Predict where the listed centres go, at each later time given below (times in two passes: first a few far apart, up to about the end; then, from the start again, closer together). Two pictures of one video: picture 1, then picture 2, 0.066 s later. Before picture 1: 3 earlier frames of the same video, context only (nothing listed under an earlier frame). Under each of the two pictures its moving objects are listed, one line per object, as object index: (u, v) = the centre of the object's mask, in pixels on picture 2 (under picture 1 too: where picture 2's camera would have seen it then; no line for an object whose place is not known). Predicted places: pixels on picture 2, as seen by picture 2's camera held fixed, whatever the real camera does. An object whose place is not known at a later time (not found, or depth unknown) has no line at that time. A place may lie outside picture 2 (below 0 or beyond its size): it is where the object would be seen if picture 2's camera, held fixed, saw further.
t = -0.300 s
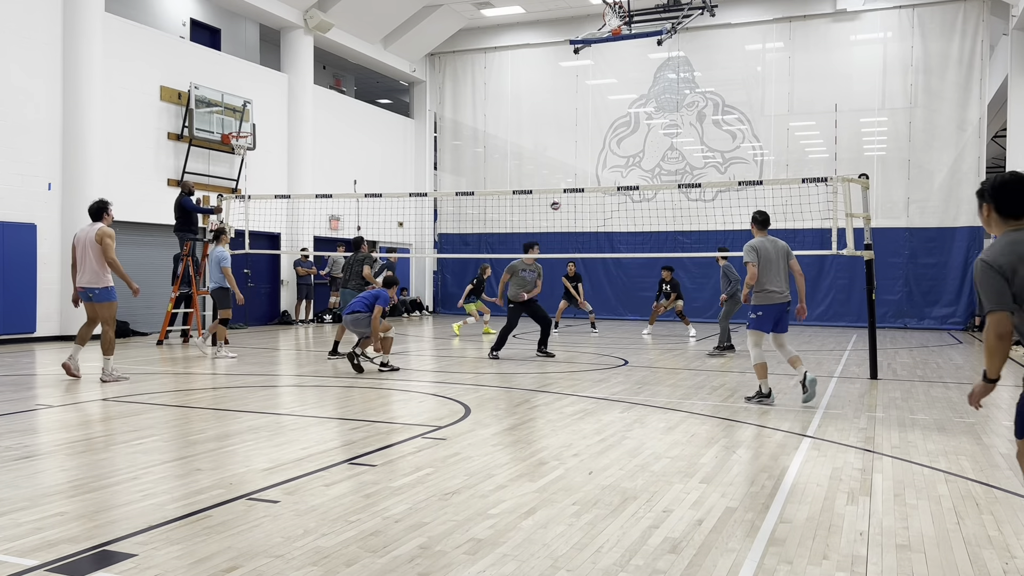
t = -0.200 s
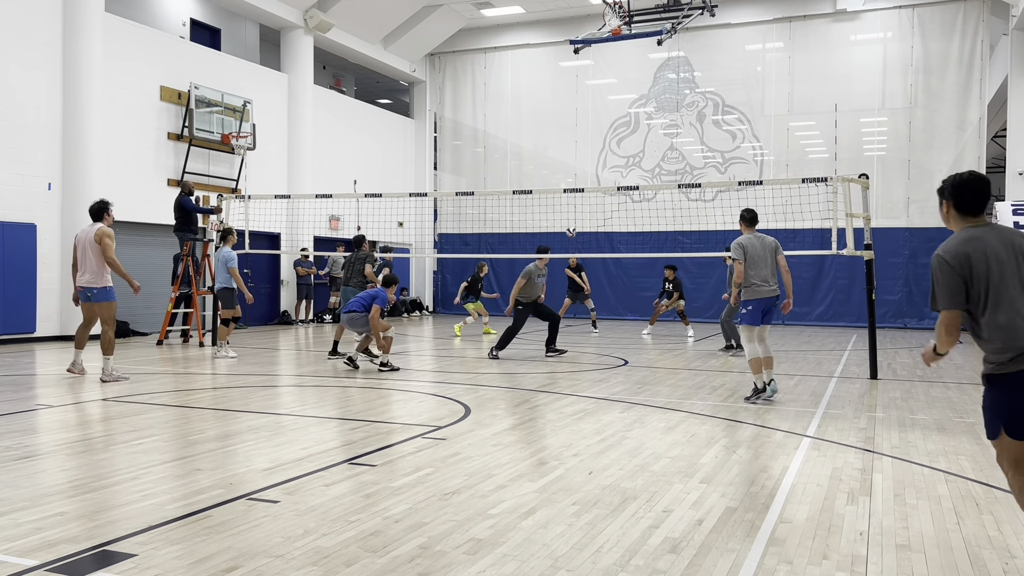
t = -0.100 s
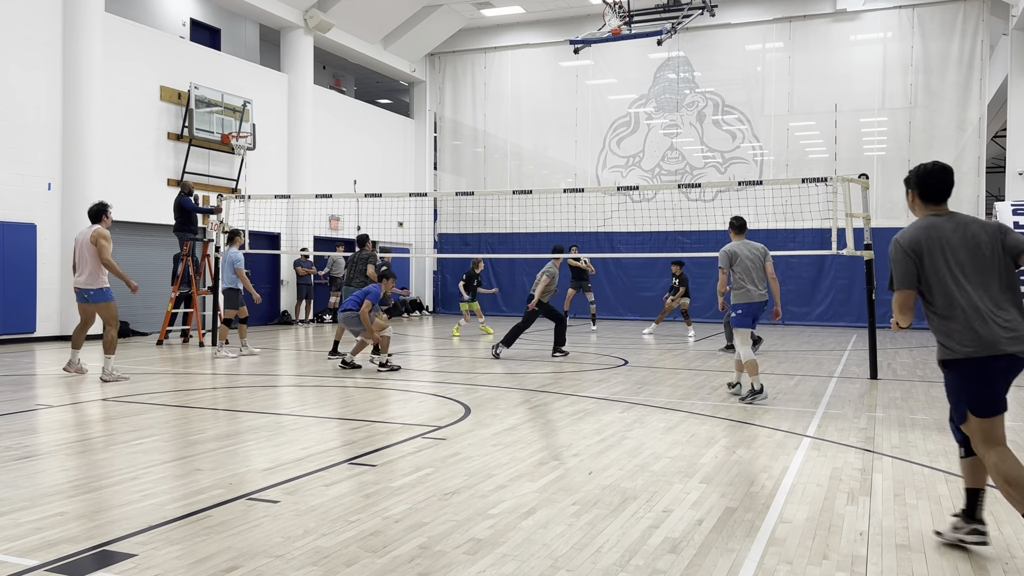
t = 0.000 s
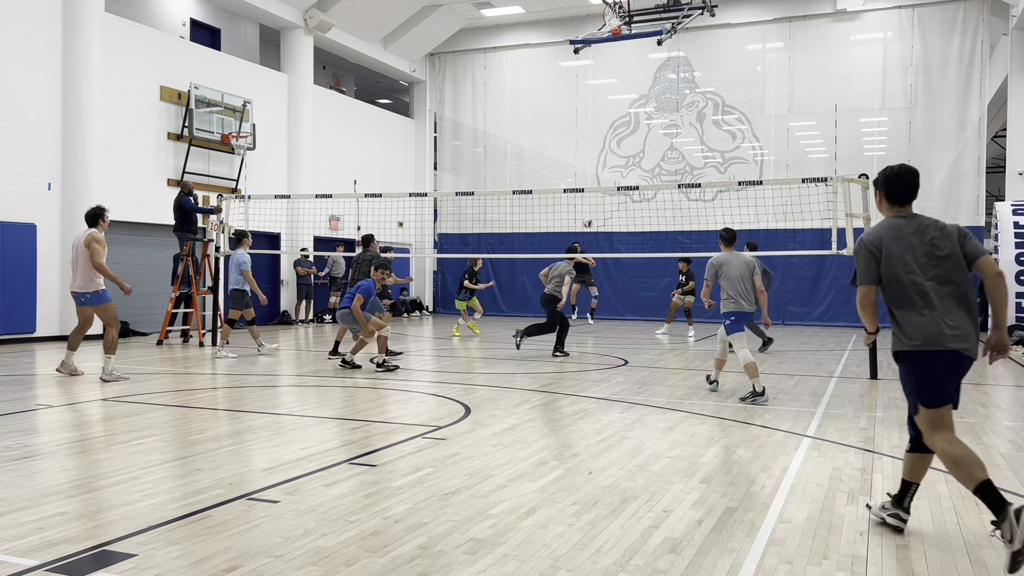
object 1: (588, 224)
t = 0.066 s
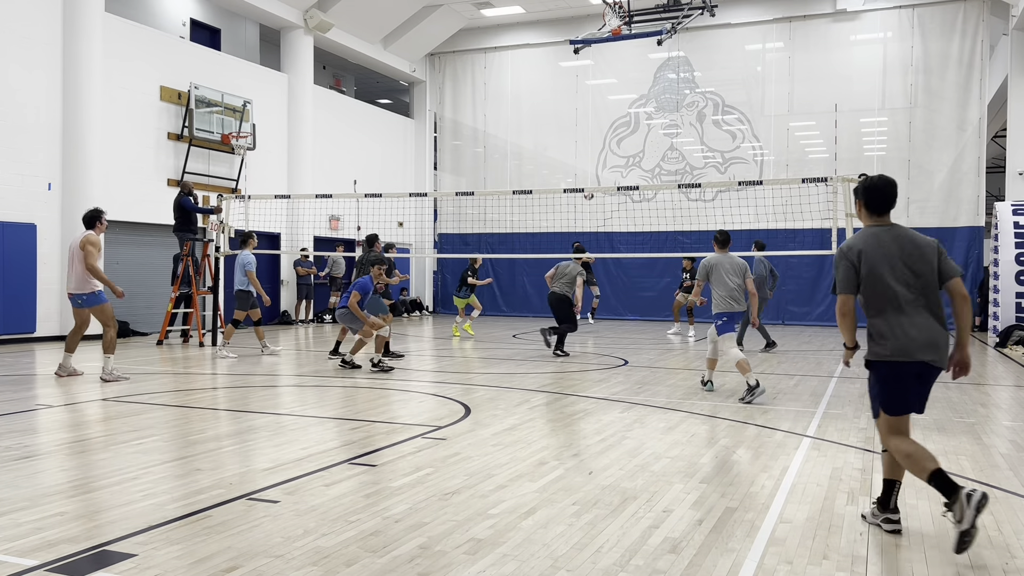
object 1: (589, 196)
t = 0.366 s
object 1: (592, 93)
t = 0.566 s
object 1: (593, 47)
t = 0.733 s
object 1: (595, 24)
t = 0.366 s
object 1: (592, 93)
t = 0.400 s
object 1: (593, 84)
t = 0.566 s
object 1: (593, 47)
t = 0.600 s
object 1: (594, 42)
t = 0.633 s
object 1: (594, 37)
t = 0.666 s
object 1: (594, 32)
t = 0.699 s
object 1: (593, 28)
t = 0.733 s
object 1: (595, 24)
